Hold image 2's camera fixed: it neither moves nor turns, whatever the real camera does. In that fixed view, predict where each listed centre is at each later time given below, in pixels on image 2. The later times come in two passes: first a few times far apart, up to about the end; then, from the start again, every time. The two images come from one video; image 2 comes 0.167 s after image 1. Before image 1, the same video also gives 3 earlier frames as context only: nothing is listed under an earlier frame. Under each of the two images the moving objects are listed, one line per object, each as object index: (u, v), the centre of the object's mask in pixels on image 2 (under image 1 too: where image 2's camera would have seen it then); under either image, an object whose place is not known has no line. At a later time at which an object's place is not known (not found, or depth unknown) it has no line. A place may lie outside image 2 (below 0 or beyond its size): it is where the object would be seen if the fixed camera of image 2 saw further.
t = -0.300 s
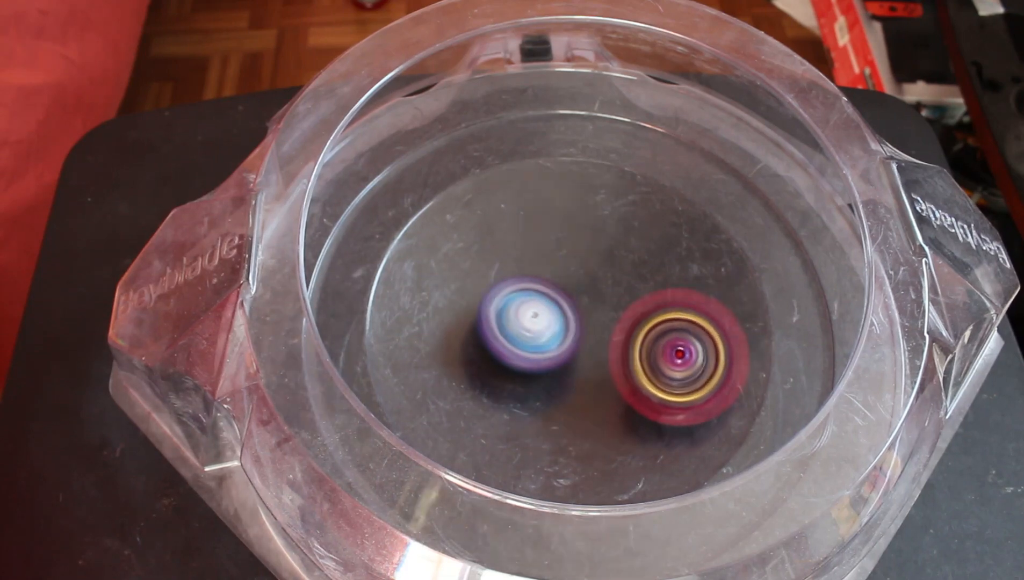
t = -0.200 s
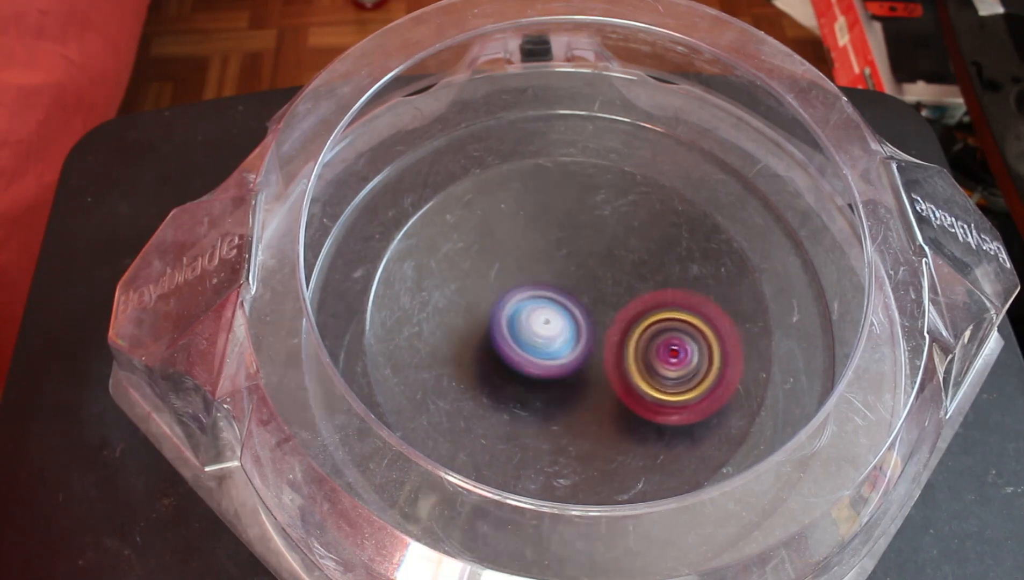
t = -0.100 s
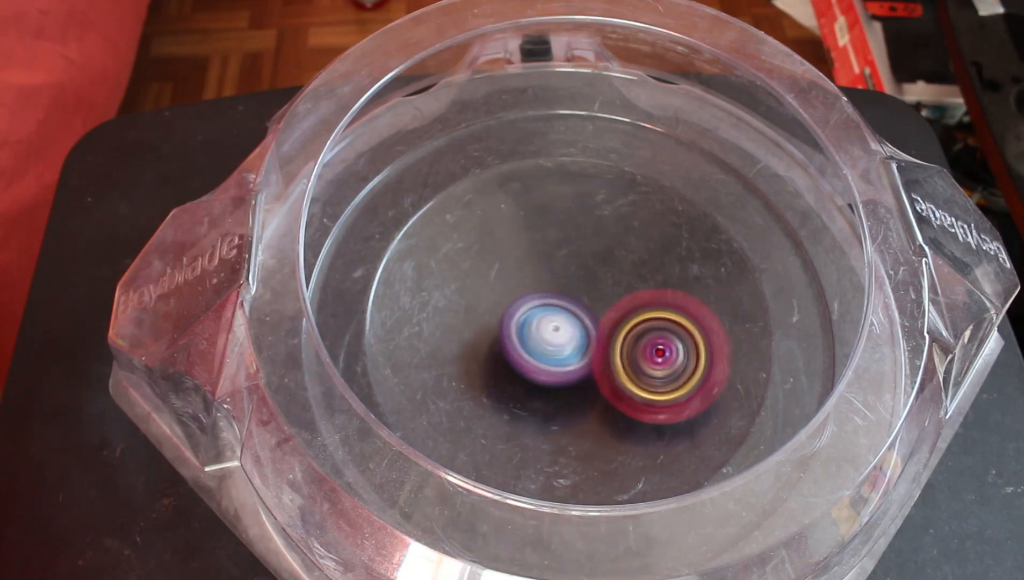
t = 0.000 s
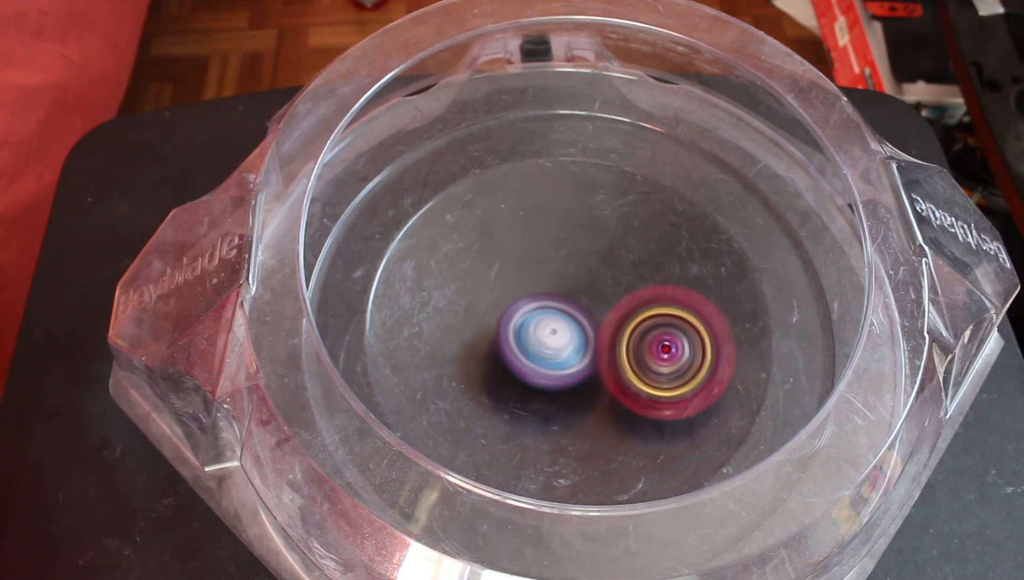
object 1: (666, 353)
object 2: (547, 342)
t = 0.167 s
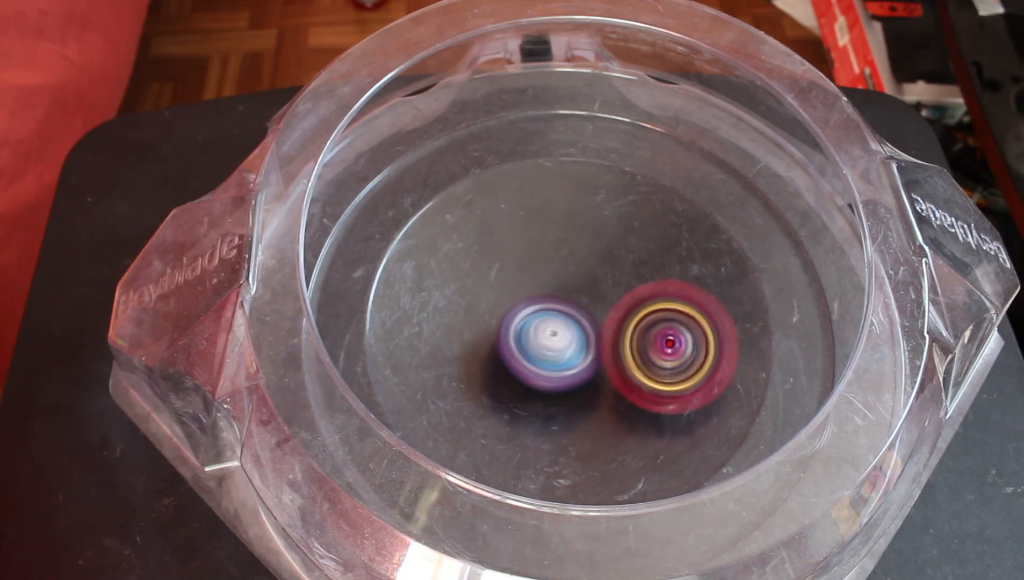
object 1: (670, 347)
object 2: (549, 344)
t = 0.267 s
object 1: (684, 340)
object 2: (537, 347)
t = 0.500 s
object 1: (686, 321)
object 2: (551, 341)
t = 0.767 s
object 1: (732, 296)
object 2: (473, 326)
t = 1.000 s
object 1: (657, 305)
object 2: (491, 305)
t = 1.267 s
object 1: (600, 330)
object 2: (498, 297)
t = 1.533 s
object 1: (596, 342)
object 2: (507, 290)
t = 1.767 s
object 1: (591, 349)
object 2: (516, 284)
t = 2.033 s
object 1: (595, 350)
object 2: (526, 279)
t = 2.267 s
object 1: (598, 352)
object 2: (534, 277)
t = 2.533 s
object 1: (590, 358)
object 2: (543, 277)
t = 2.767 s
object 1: (584, 362)
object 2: (550, 276)
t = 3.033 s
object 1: (589, 363)
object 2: (555, 276)
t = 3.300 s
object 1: (591, 365)
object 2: (558, 278)
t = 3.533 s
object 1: (576, 368)
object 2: (560, 277)
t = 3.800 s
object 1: (557, 364)
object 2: (567, 275)
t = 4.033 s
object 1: (550, 360)
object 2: (573, 274)
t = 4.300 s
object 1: (546, 352)
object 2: (585, 271)
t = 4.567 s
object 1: (553, 359)
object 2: (597, 271)
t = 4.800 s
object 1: (554, 364)
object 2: (601, 280)
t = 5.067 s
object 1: (542, 358)
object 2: (609, 289)
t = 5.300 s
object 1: (522, 322)
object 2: (627, 296)
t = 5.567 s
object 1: (533, 288)
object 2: (630, 308)
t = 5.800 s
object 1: (524, 306)
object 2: (629, 316)
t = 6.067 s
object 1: (524, 306)
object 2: (631, 331)
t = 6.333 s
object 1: (546, 286)
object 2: (649, 346)
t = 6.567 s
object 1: (546, 293)
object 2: (641, 354)
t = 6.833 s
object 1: (563, 282)
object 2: (601, 367)
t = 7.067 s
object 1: (604, 288)
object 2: (535, 360)
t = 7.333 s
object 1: (597, 290)
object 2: (520, 346)
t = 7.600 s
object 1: (608, 286)
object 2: (511, 352)
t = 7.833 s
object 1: (605, 339)
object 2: (509, 351)
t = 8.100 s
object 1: (582, 374)
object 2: (522, 310)
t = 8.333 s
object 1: (541, 369)
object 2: (571, 264)
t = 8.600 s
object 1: (525, 353)
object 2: (613, 288)
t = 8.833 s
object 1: (530, 339)
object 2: (630, 325)
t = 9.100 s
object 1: (531, 341)
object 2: (627, 339)
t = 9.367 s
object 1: (530, 338)
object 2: (626, 341)
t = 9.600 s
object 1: (532, 323)
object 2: (627, 339)
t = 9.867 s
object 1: (531, 315)
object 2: (625, 330)
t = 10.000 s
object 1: (531, 313)
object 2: (625, 330)
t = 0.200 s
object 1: (666, 348)
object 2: (551, 344)
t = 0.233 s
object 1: (673, 347)
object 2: (544, 346)
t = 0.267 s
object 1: (684, 340)
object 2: (537, 347)
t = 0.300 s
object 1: (692, 333)
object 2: (536, 348)
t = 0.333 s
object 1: (697, 327)
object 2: (537, 347)
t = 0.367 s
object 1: (699, 322)
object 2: (540, 346)
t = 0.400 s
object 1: (698, 321)
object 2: (542, 344)
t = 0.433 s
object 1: (695, 320)
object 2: (545, 343)
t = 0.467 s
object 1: (691, 320)
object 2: (548, 342)
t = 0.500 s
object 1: (686, 321)
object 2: (551, 341)
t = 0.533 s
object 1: (679, 322)
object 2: (555, 340)
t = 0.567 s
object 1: (672, 322)
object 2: (557, 339)
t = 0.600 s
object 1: (687, 316)
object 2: (537, 342)
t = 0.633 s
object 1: (710, 309)
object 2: (508, 342)
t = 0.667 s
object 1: (725, 302)
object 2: (488, 338)
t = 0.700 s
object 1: (733, 298)
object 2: (478, 335)
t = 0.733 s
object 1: (734, 297)
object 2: (474, 331)
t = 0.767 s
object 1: (732, 296)
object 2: (473, 326)
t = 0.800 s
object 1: (728, 295)
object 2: (473, 322)
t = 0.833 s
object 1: (721, 295)
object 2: (474, 318)
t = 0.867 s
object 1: (712, 296)
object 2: (476, 314)
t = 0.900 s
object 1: (700, 297)
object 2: (479, 311)
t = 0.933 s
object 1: (688, 299)
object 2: (483, 308)
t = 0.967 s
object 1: (674, 302)
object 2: (487, 306)
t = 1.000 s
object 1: (657, 305)
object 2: (491, 305)
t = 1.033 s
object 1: (640, 308)
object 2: (496, 304)
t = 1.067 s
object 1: (622, 312)
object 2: (501, 303)
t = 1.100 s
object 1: (610, 314)
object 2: (503, 303)
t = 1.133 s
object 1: (606, 316)
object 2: (497, 301)
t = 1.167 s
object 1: (603, 321)
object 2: (495, 301)
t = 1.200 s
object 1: (601, 324)
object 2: (497, 300)
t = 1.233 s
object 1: (600, 327)
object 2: (498, 299)
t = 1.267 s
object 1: (600, 330)
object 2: (498, 297)
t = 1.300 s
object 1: (599, 332)
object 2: (500, 296)
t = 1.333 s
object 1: (599, 334)
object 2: (502, 295)
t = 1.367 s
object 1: (598, 335)
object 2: (503, 294)
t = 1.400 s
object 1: (598, 337)
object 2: (504, 293)
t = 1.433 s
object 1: (598, 339)
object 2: (505, 292)
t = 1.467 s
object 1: (597, 340)
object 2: (506, 291)
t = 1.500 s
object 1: (596, 341)
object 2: (507, 291)
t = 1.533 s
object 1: (596, 342)
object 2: (507, 290)
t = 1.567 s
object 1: (595, 344)
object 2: (508, 289)
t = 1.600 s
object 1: (595, 344)
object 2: (509, 288)
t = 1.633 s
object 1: (594, 345)
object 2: (510, 287)
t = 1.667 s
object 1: (593, 346)
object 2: (512, 286)
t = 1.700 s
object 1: (592, 347)
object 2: (514, 285)
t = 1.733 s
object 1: (591, 348)
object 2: (515, 284)
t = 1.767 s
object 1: (591, 349)
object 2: (516, 284)
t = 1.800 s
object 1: (591, 350)
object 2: (517, 283)
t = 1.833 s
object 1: (591, 350)
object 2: (519, 282)
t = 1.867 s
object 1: (591, 350)
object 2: (520, 281)
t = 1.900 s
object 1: (592, 350)
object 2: (520, 281)
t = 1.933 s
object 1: (592, 350)
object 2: (522, 280)
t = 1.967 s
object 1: (593, 350)
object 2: (524, 280)
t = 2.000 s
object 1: (594, 350)
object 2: (525, 279)
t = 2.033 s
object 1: (595, 350)
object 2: (526, 279)
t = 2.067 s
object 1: (596, 350)
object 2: (527, 278)
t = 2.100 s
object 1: (597, 350)
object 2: (529, 278)
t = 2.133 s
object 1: (598, 350)
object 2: (529, 278)
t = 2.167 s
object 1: (598, 351)
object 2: (530, 277)
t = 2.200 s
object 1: (598, 350)
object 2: (532, 277)
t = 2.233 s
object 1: (598, 351)
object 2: (534, 277)
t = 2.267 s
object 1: (598, 352)
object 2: (534, 277)
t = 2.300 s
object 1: (597, 352)
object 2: (536, 277)
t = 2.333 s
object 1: (596, 353)
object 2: (536, 277)
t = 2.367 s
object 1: (596, 354)
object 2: (537, 277)
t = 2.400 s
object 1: (596, 356)
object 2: (539, 277)
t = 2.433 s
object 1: (595, 357)
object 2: (539, 276)
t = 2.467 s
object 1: (593, 358)
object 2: (540, 276)
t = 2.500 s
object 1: (591, 358)
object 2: (542, 277)
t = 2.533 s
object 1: (590, 358)
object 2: (543, 277)
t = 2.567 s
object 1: (590, 359)
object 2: (543, 277)
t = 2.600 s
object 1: (589, 360)
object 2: (544, 276)
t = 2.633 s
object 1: (588, 361)
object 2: (545, 276)
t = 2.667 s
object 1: (587, 361)
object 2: (547, 277)
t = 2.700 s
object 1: (586, 362)
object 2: (547, 276)
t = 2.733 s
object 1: (585, 362)
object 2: (548, 276)
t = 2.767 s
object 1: (584, 362)
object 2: (550, 276)
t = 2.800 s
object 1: (584, 362)
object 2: (551, 276)
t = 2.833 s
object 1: (585, 363)
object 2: (551, 275)
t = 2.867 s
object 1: (584, 363)
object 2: (551, 275)
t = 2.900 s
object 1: (584, 363)
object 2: (553, 275)
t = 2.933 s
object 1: (585, 363)
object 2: (554, 275)
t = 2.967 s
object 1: (587, 363)
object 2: (555, 276)
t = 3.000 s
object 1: (588, 363)
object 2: (555, 276)
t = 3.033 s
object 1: (589, 363)
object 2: (555, 276)
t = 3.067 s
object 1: (590, 363)
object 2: (556, 276)
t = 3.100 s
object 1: (590, 363)
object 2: (557, 277)
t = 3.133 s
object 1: (591, 364)
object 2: (556, 276)
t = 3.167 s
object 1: (593, 364)
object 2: (556, 277)
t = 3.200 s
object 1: (594, 364)
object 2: (557, 277)
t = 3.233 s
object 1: (594, 364)
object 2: (557, 278)
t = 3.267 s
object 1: (592, 365)
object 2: (558, 278)
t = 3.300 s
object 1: (591, 365)
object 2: (558, 278)
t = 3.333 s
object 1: (589, 366)
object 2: (558, 278)
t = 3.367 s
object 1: (587, 366)
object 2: (558, 277)
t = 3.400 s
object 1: (585, 366)
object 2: (559, 278)
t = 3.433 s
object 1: (584, 367)
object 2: (559, 278)
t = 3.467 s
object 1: (582, 367)
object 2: (559, 278)
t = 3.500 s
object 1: (579, 368)
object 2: (560, 278)
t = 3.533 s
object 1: (576, 368)
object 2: (560, 277)
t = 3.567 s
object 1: (574, 367)
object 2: (560, 278)
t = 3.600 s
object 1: (571, 367)
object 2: (562, 277)
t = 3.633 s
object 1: (570, 366)
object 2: (562, 277)
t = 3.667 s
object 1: (568, 366)
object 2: (563, 277)
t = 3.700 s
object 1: (565, 366)
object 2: (564, 276)
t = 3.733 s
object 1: (563, 365)
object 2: (565, 276)
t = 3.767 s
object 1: (560, 364)
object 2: (566, 276)
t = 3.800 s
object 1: (557, 364)
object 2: (567, 275)
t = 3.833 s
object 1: (556, 363)
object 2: (567, 275)
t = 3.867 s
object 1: (554, 363)
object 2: (568, 275)
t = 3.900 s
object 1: (553, 362)
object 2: (569, 275)
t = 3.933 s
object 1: (553, 362)
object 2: (570, 275)
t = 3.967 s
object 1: (552, 361)
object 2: (571, 276)
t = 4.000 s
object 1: (551, 361)
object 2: (573, 275)
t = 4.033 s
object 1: (550, 360)
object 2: (573, 274)
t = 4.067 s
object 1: (549, 358)
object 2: (575, 275)
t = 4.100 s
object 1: (547, 357)
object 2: (576, 275)
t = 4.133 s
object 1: (546, 356)
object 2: (578, 274)
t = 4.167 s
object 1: (545, 357)
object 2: (579, 272)
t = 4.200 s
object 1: (545, 356)
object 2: (581, 273)
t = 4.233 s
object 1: (546, 354)
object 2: (582, 274)
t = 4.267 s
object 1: (546, 353)
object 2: (583, 273)
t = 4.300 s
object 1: (546, 352)
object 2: (585, 271)
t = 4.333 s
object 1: (547, 351)
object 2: (587, 272)
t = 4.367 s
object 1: (547, 350)
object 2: (588, 272)
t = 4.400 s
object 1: (547, 350)
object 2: (590, 272)
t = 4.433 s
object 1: (548, 351)
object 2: (592, 270)
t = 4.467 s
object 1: (550, 353)
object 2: (593, 269)
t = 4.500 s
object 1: (553, 355)
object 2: (594, 270)
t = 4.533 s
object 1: (553, 355)
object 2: (595, 271)
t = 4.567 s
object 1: (553, 359)
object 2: (597, 271)
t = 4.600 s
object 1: (554, 361)
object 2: (597, 272)
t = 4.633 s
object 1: (556, 362)
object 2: (597, 273)
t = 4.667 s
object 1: (554, 363)
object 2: (599, 275)
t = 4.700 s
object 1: (552, 366)
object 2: (601, 274)
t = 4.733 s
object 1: (552, 368)
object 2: (601, 275)
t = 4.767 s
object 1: (553, 367)
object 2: (601, 278)
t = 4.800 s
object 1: (554, 364)
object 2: (601, 280)
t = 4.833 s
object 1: (551, 362)
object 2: (602, 279)
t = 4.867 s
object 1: (549, 366)
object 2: (602, 279)
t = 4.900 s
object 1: (548, 364)
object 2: (603, 282)
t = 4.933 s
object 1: (548, 363)
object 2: (602, 285)
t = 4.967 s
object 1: (544, 362)
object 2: (606, 284)
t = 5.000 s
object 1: (541, 363)
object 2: (608, 284)
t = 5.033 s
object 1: (541, 362)
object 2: (609, 287)
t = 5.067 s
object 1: (542, 358)
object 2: (609, 289)
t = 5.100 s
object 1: (541, 353)
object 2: (610, 292)
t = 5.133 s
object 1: (539, 348)
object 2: (611, 292)
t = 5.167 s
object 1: (536, 344)
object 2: (612, 293)
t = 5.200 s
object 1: (534, 339)
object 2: (614, 295)
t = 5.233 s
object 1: (527, 333)
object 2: (622, 295)
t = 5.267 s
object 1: (523, 328)
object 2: (626, 295)
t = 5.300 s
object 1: (522, 322)
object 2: (627, 296)
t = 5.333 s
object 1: (524, 317)
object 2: (628, 298)
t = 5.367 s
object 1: (526, 310)
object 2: (629, 299)
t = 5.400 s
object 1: (528, 305)
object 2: (630, 301)
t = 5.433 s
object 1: (530, 299)
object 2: (630, 303)
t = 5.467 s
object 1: (532, 295)
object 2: (630, 303)
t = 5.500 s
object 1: (533, 291)
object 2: (630, 306)
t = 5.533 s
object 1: (533, 289)
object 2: (631, 306)
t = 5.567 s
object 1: (533, 288)
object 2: (630, 308)
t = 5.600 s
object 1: (534, 291)
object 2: (631, 308)
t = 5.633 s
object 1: (532, 293)
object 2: (630, 310)
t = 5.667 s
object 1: (531, 297)
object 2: (631, 311)
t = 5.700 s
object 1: (528, 300)
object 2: (630, 312)
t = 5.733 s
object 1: (526, 303)
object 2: (629, 314)
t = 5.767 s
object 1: (524, 305)
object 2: (630, 315)
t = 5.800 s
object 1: (524, 306)
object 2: (629, 316)
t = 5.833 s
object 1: (522, 307)
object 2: (629, 318)
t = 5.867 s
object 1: (522, 307)
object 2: (629, 319)
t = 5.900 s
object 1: (522, 308)
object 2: (628, 321)
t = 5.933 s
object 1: (517, 305)
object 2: (633, 323)
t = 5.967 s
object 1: (514, 307)
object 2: (633, 324)
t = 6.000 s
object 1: (515, 307)
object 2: (631, 327)
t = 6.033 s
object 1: (519, 307)
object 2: (630, 329)
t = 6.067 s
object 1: (524, 306)
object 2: (631, 331)
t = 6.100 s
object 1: (523, 301)
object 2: (639, 335)
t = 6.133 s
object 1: (522, 299)
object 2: (642, 336)
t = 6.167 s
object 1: (525, 299)
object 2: (641, 337)
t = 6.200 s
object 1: (531, 299)
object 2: (639, 339)
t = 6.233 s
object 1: (536, 298)
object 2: (639, 341)
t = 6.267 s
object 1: (543, 294)
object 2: (639, 343)
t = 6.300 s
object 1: (550, 292)
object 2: (640, 343)
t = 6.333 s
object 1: (546, 286)
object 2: (649, 346)
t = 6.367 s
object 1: (544, 282)
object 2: (653, 348)
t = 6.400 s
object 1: (544, 284)
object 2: (652, 347)
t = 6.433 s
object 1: (545, 285)
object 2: (649, 348)
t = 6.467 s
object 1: (545, 287)
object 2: (647, 350)
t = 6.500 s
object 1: (545, 289)
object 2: (644, 351)
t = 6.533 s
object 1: (546, 290)
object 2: (643, 352)
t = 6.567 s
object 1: (546, 293)
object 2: (641, 354)
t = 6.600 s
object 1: (545, 293)
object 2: (639, 355)
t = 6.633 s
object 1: (547, 292)
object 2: (636, 357)
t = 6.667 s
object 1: (548, 292)
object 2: (634, 357)
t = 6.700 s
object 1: (549, 291)
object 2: (628, 357)
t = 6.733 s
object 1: (552, 289)
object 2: (622, 359)
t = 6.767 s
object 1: (553, 288)
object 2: (617, 359)
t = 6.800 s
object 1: (557, 285)
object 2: (610, 363)
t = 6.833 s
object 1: (563, 282)
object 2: (601, 367)
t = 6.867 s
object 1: (569, 282)
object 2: (592, 369)
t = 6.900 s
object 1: (575, 281)
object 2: (582, 371)
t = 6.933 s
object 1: (583, 280)
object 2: (572, 372)
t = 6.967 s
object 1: (590, 283)
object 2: (560, 371)
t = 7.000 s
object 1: (596, 285)
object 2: (550, 368)
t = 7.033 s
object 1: (601, 286)
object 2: (543, 364)
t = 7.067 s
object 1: (604, 288)
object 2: (535, 360)
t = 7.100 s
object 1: (605, 290)
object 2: (531, 358)
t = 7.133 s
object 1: (605, 289)
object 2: (527, 354)
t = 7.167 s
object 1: (605, 290)
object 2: (523, 351)
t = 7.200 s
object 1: (603, 291)
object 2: (522, 350)
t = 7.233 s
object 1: (600, 290)
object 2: (521, 350)
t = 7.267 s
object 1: (600, 289)
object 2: (521, 347)
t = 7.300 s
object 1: (598, 290)
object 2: (520, 346)
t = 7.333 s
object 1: (597, 290)
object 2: (520, 346)
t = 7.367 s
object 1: (597, 290)
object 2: (519, 348)
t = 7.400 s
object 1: (602, 287)
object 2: (517, 352)
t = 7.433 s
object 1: (608, 281)
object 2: (511, 358)
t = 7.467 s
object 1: (610, 277)
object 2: (508, 360)
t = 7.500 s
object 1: (611, 274)
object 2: (508, 361)
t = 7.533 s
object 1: (611, 275)
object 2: (509, 358)
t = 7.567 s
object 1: (609, 279)
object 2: (510, 356)
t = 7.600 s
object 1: (608, 286)
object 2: (511, 352)
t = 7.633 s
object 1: (607, 296)
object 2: (512, 350)
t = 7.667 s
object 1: (606, 305)
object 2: (512, 350)
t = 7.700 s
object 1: (608, 312)
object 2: (510, 351)
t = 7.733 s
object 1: (606, 317)
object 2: (511, 350)
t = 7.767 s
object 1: (606, 322)
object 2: (512, 351)
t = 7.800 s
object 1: (607, 329)
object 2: (512, 352)
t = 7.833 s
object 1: (605, 339)
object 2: (509, 351)
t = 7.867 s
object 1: (605, 346)
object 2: (510, 350)
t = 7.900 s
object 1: (602, 353)
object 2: (511, 348)
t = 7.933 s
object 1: (598, 361)
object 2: (511, 346)
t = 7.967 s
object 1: (593, 369)
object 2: (513, 340)
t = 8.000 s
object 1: (593, 374)
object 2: (511, 332)
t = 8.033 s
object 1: (589, 375)
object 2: (514, 324)
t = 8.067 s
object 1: (586, 375)
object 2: (517, 318)
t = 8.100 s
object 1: (582, 374)
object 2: (522, 310)
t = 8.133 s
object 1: (578, 371)
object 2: (527, 303)
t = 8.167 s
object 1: (573, 368)
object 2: (533, 297)
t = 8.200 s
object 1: (568, 368)
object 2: (538, 287)
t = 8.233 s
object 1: (563, 370)
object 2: (543, 277)
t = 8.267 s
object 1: (554, 370)
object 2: (552, 272)
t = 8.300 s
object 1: (547, 369)
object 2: (562, 268)
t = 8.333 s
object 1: (541, 369)
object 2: (571, 264)
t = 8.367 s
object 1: (534, 369)
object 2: (580, 263)
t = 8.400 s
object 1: (531, 369)
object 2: (587, 264)
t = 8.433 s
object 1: (528, 369)
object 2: (593, 265)
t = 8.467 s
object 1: (527, 367)
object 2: (597, 269)
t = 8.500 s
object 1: (525, 365)
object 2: (602, 273)
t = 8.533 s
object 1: (524, 362)
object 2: (606, 278)
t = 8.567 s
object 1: (524, 358)
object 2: (610, 282)
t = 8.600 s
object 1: (525, 353)
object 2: (613, 288)
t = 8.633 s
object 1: (527, 349)
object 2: (616, 295)
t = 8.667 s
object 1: (529, 345)
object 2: (617, 304)
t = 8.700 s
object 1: (533, 341)
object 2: (621, 309)
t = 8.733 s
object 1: (535, 340)
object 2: (626, 313)
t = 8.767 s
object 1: (535, 339)
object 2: (627, 317)
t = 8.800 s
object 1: (533, 339)
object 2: (630, 321)
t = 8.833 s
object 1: (530, 339)
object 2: (630, 325)
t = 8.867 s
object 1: (530, 338)
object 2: (630, 328)
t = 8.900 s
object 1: (531, 337)
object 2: (629, 331)
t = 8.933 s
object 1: (532, 336)
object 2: (628, 334)
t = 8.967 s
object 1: (533, 336)
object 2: (627, 337)
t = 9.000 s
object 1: (531, 335)
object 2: (626, 338)
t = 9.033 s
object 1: (530, 337)
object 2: (627, 339)
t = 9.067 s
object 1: (531, 340)
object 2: (627, 339)
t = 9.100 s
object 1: (531, 341)
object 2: (627, 339)
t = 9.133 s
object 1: (531, 343)
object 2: (627, 340)
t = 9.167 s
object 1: (531, 343)
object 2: (627, 340)
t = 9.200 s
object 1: (531, 343)
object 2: (627, 340)
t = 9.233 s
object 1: (531, 343)
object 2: (627, 340)
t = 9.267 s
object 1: (531, 342)
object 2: (627, 340)
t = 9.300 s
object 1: (531, 341)
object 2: (627, 340)
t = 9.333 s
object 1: (530, 340)
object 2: (627, 341)
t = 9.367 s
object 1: (530, 338)
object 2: (626, 341)
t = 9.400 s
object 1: (529, 336)
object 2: (626, 341)
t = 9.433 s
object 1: (529, 334)
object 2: (626, 341)
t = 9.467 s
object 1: (529, 331)
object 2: (626, 341)
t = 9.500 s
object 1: (530, 329)
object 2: (627, 341)
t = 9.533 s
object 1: (531, 326)
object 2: (627, 340)
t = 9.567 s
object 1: (531, 324)
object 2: (627, 340)
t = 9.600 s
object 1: (532, 323)
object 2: (627, 339)
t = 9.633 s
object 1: (532, 321)
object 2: (627, 338)
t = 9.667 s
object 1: (532, 320)
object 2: (627, 337)
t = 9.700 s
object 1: (532, 319)
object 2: (627, 335)
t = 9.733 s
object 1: (532, 318)
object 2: (627, 334)
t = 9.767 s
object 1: (532, 317)
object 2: (626, 333)
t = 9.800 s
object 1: (532, 316)
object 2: (626, 332)
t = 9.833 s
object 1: (532, 315)
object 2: (625, 331)
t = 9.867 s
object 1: (531, 315)
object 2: (625, 330)
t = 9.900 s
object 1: (531, 314)
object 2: (625, 330)
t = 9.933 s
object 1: (531, 314)
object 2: (625, 330)
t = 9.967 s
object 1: (531, 313)
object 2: (624, 330)
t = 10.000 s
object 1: (531, 313)
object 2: (625, 330)
